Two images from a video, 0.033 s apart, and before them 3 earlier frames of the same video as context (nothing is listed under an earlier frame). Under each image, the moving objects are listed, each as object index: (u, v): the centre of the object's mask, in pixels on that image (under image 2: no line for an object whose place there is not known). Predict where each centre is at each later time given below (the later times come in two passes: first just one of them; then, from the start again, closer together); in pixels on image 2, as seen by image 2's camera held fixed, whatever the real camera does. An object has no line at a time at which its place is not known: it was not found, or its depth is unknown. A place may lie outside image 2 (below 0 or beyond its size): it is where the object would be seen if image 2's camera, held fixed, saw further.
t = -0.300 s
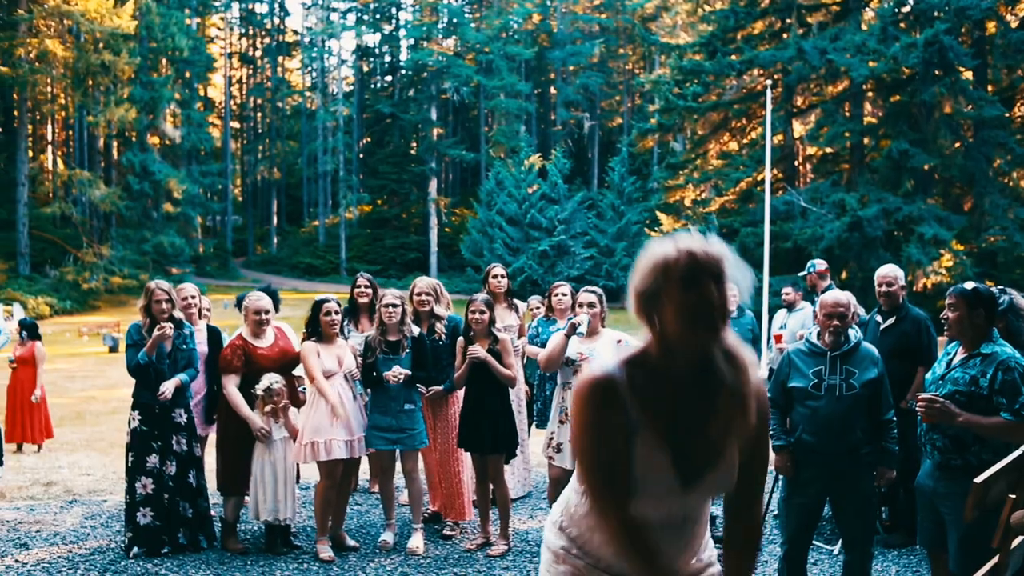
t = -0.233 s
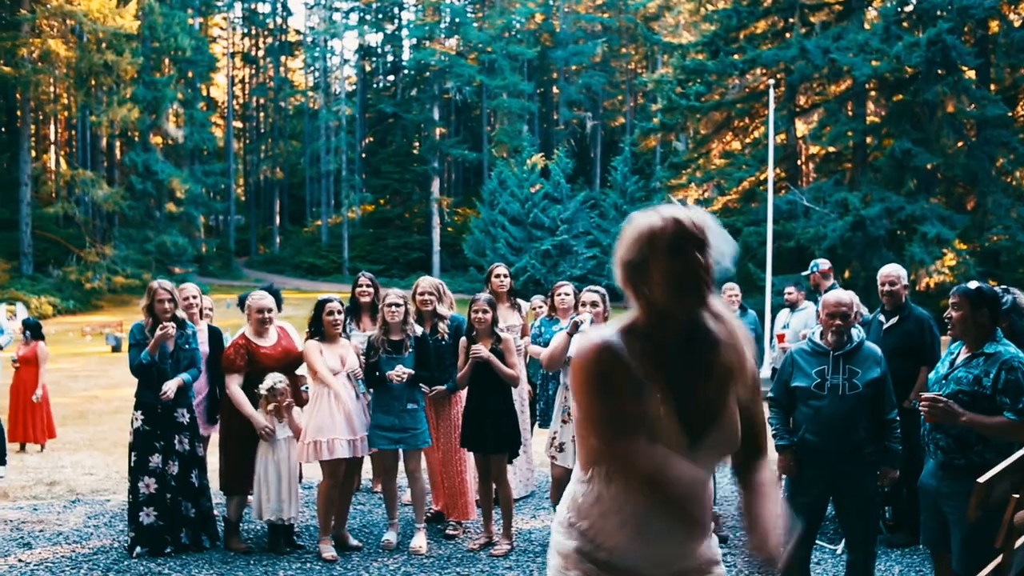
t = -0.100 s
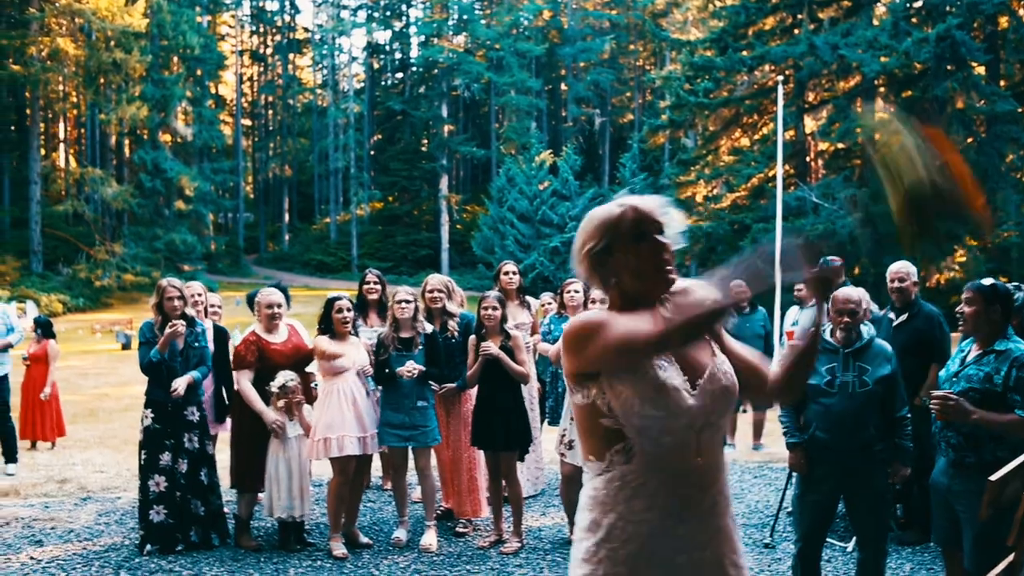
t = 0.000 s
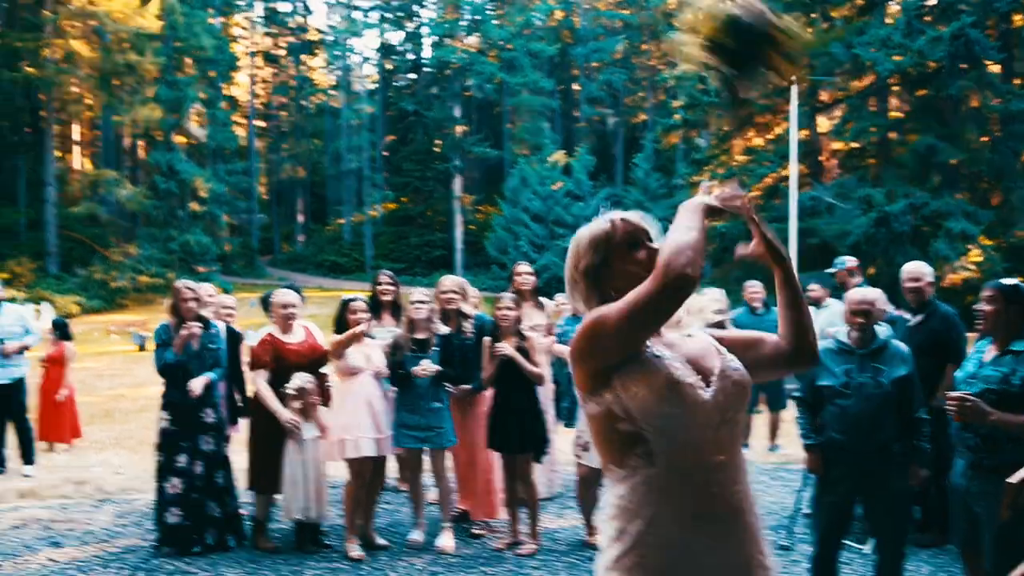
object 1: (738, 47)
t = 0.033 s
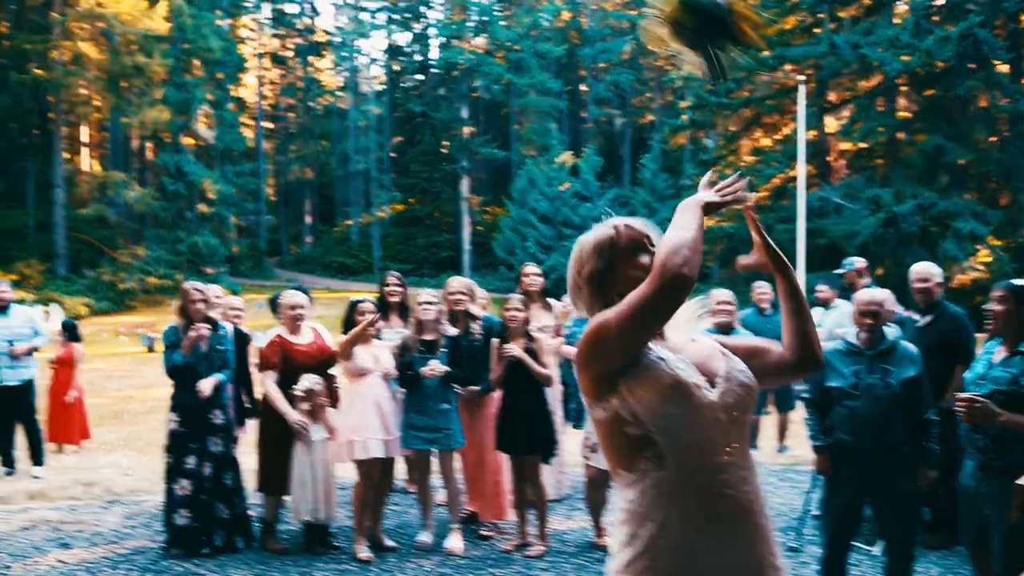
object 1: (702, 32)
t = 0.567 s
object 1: (477, 120)
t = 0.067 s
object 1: (660, 26)
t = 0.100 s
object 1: (627, 14)
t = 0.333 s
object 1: (516, 35)
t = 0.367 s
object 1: (510, 43)
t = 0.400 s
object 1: (504, 54)
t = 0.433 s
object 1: (497, 64)
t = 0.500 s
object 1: (486, 89)
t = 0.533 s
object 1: (480, 104)
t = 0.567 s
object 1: (477, 120)
